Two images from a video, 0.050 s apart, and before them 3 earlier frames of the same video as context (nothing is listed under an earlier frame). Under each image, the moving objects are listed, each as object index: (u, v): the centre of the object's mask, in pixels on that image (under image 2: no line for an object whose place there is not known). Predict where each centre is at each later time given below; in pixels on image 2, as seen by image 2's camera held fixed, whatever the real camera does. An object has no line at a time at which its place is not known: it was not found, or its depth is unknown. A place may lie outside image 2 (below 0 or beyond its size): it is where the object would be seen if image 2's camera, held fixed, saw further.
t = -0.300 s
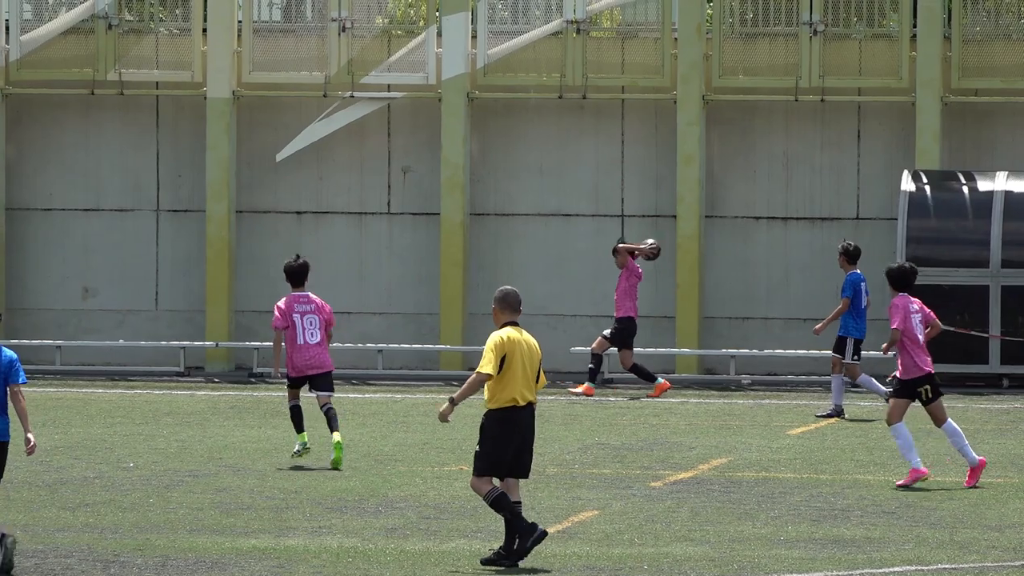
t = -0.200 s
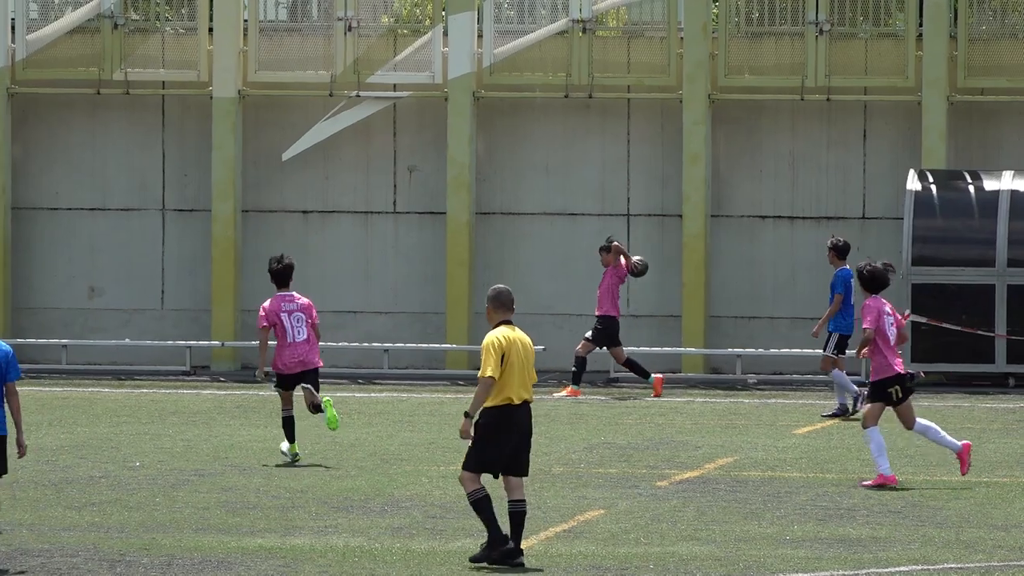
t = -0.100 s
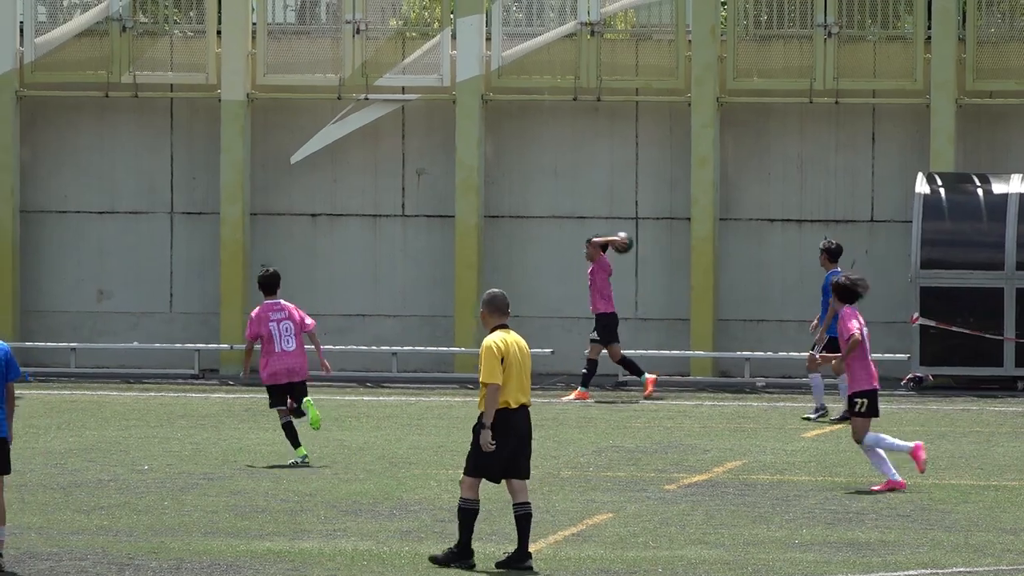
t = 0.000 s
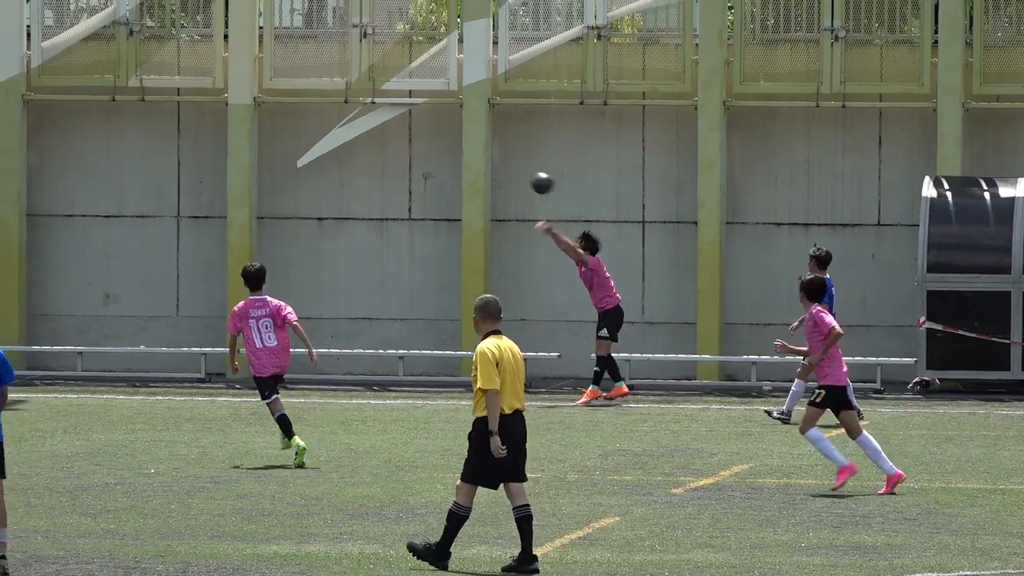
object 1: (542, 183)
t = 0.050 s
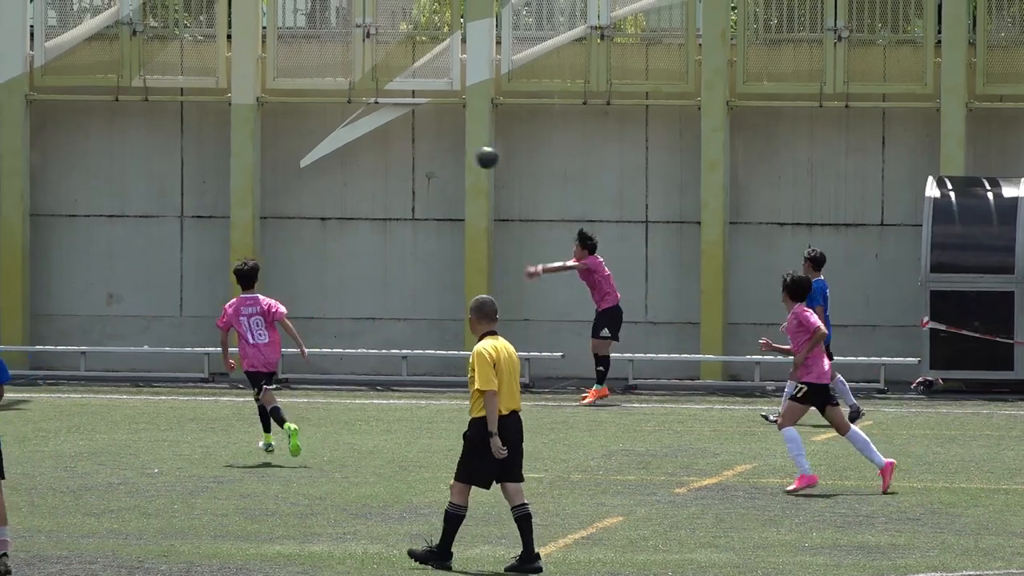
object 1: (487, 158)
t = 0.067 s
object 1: (468, 150)
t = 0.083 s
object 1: (449, 142)
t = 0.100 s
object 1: (432, 136)
